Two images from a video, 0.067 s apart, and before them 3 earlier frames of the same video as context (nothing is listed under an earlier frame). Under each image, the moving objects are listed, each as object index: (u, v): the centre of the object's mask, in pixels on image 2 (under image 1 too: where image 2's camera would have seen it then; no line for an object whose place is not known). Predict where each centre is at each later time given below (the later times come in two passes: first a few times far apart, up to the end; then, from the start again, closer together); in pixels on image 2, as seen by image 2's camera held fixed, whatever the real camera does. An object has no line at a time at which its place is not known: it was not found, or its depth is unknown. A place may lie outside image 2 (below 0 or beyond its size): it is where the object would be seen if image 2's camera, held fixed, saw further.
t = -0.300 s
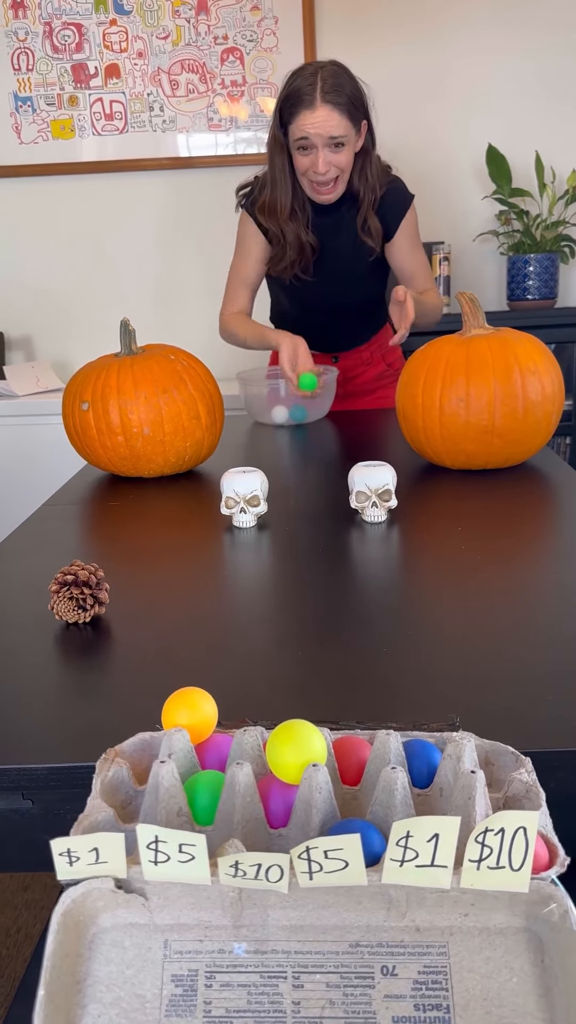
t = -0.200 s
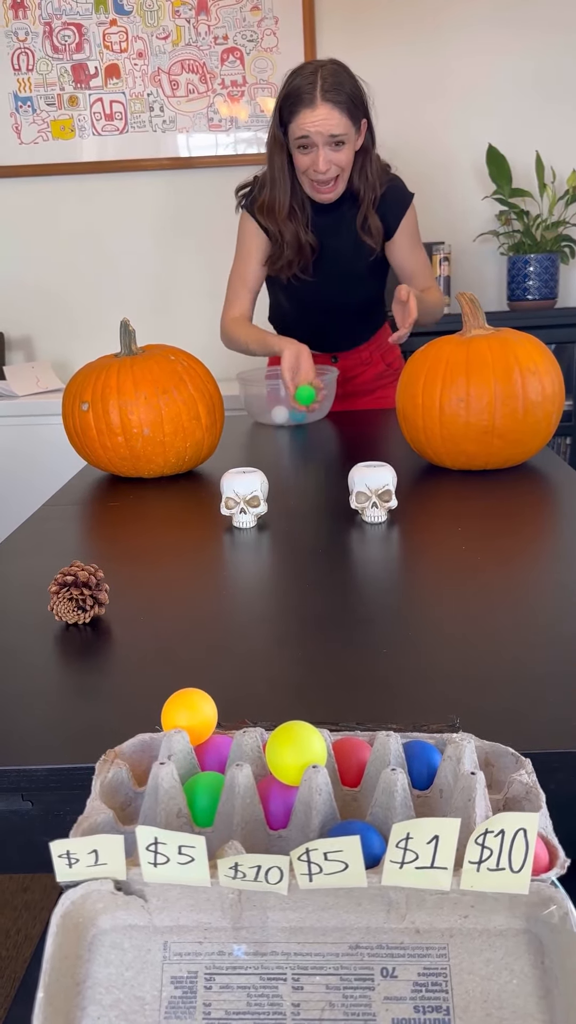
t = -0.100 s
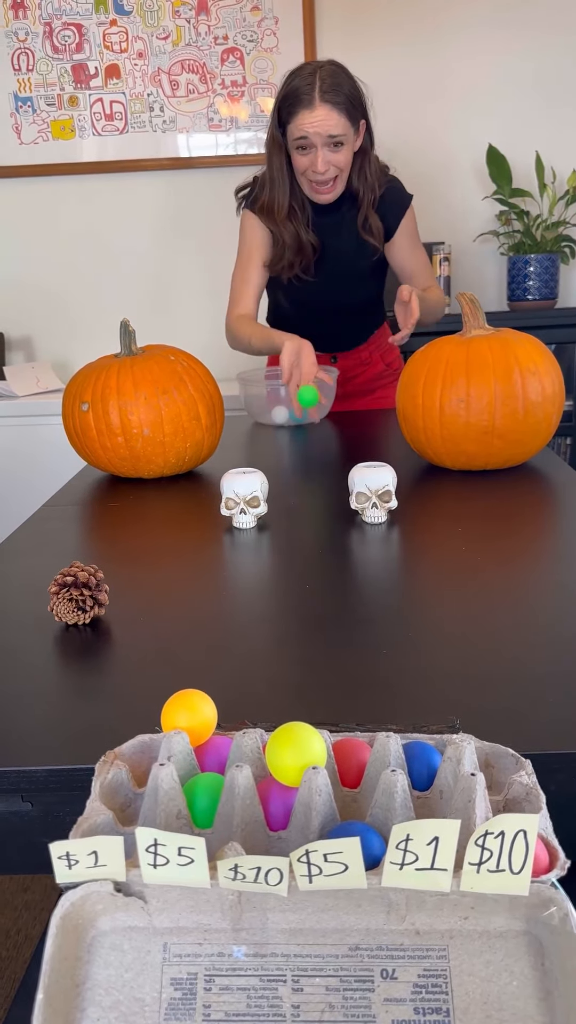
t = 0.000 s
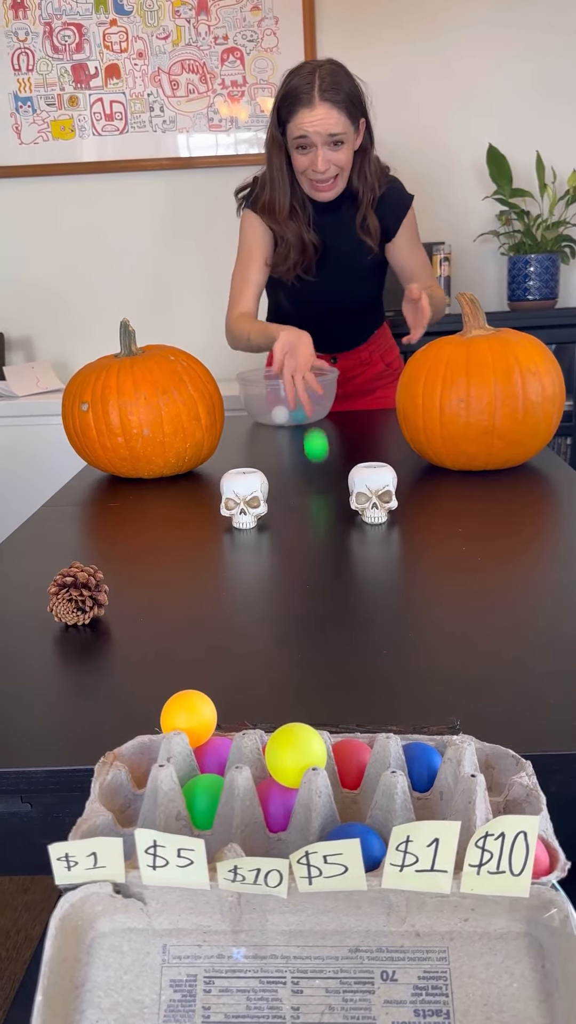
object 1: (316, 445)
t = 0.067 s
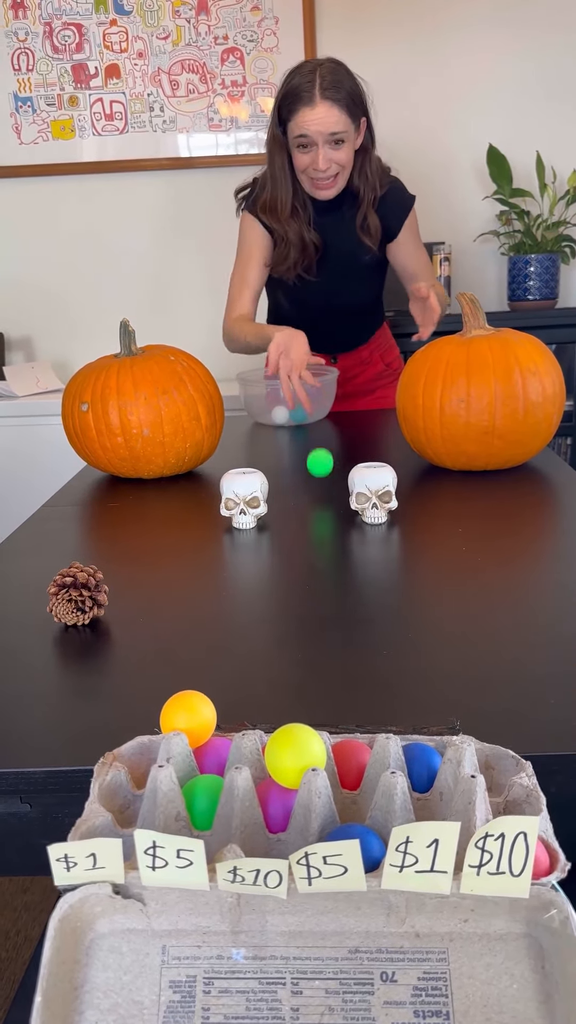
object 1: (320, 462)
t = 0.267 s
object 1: (329, 527)
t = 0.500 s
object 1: (324, 606)
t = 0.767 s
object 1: (297, 695)
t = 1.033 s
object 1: (277, 716)
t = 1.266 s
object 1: (277, 716)
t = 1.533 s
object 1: (277, 716)
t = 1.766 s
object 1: (277, 716)
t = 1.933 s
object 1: (277, 716)
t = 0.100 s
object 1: (320, 454)
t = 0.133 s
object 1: (322, 453)
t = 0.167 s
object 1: (323, 459)
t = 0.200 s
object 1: (325, 473)
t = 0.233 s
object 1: (327, 496)
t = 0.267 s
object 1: (329, 527)
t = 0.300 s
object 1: (328, 522)
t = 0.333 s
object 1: (327, 514)
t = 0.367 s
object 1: (326, 516)
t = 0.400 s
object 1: (325, 528)
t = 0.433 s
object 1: (325, 549)
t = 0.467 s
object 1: (325, 582)
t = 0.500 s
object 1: (324, 606)
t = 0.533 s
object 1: (321, 598)
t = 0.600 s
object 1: (315, 613)
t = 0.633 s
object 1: (313, 640)
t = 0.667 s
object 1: (311, 683)
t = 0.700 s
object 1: (307, 699)
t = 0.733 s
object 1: (302, 691)
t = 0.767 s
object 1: (297, 695)
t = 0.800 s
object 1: (293, 705)
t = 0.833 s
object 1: (278, 713)
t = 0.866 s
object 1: (276, 711)
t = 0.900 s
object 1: (277, 713)
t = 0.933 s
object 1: (277, 715)
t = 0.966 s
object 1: (277, 716)
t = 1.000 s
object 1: (277, 716)
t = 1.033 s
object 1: (277, 716)
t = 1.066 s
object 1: (277, 716)
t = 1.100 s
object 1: (277, 716)
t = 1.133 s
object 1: (277, 716)
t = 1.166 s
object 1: (277, 716)
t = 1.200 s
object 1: (277, 716)
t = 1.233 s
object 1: (277, 716)
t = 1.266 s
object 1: (277, 716)
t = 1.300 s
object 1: (277, 716)
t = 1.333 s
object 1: (277, 716)
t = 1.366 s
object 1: (277, 716)
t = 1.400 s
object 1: (277, 716)
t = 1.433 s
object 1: (277, 716)
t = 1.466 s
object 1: (277, 716)
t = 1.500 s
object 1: (277, 716)
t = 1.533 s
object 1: (277, 716)
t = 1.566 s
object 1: (277, 716)
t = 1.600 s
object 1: (277, 716)
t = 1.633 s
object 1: (277, 716)
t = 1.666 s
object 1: (277, 716)
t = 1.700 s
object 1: (277, 716)
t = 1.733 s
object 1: (277, 716)
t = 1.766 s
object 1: (277, 716)
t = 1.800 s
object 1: (277, 716)
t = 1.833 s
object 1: (277, 715)
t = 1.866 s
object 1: (277, 716)
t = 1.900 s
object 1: (277, 716)
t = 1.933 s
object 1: (277, 716)
